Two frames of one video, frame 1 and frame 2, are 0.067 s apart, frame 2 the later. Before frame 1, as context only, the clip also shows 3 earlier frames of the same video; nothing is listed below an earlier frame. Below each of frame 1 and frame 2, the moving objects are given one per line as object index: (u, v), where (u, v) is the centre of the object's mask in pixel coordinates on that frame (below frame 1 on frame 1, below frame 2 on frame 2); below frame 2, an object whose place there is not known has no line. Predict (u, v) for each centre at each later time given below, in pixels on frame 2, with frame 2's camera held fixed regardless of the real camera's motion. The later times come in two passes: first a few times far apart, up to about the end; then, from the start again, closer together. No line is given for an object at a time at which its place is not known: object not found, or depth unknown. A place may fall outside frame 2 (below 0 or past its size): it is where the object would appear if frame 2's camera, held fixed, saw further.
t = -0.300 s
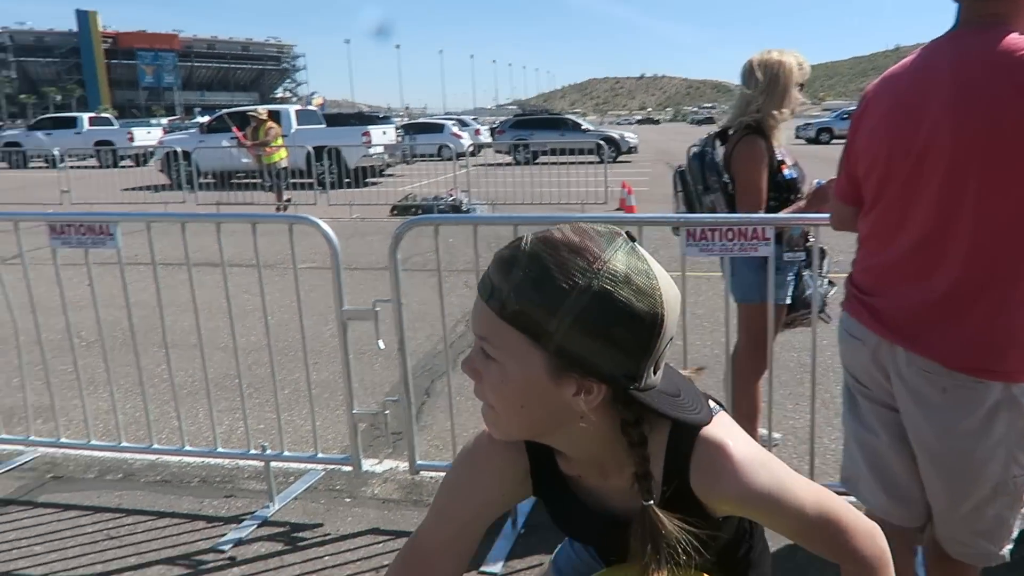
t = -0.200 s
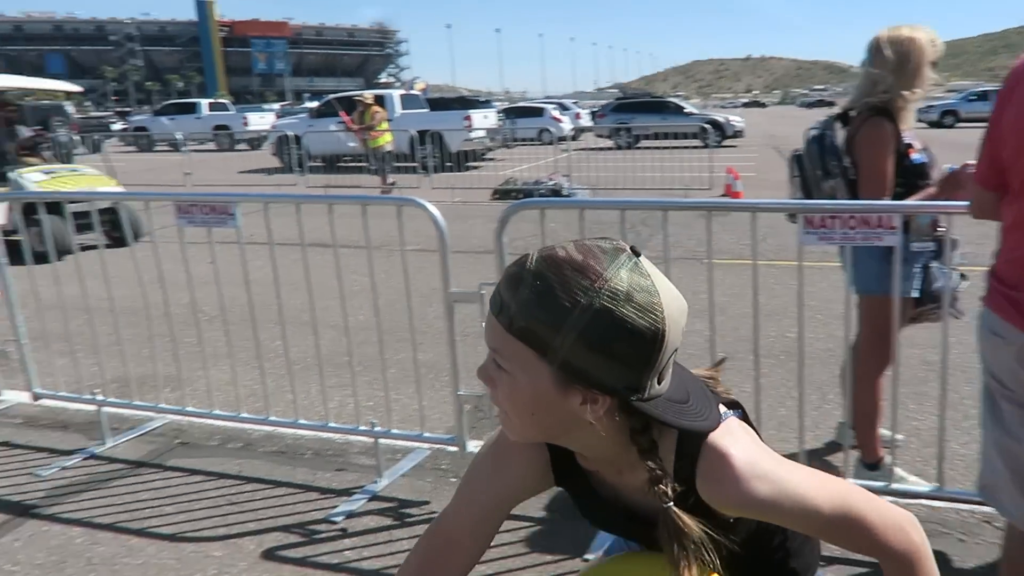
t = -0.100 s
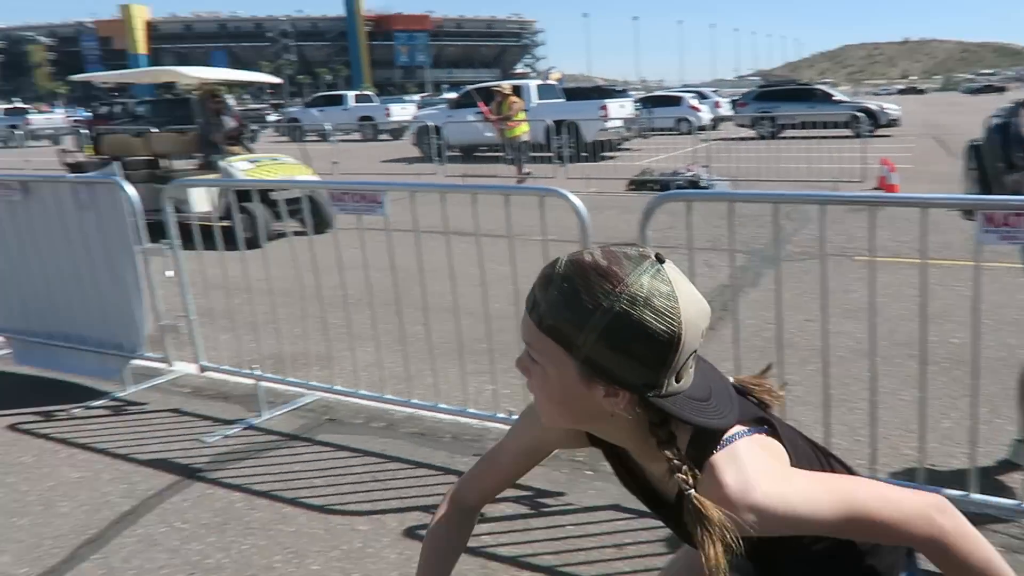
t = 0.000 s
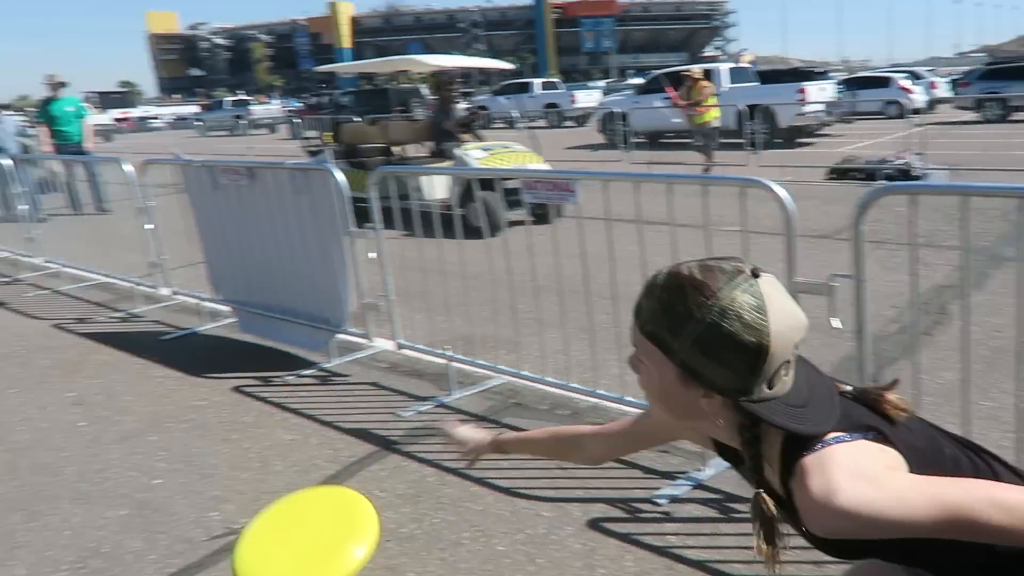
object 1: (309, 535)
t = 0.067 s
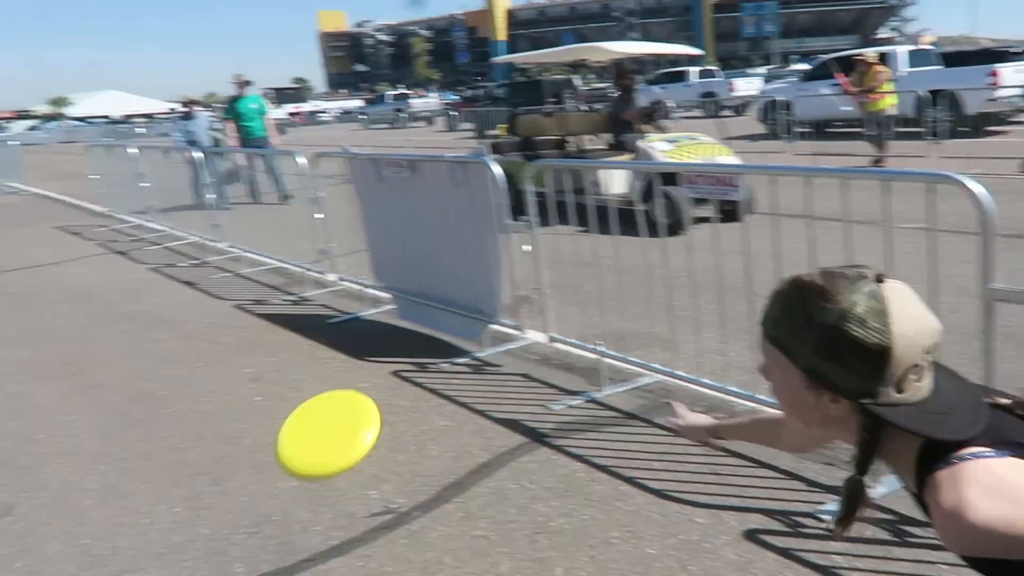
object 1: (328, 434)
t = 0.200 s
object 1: (173, 332)
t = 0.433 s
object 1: (19, 261)
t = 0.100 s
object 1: (283, 401)
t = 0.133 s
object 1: (240, 374)
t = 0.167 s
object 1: (205, 351)
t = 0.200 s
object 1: (173, 332)
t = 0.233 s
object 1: (144, 317)
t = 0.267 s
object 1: (120, 302)
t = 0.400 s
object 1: (37, 266)
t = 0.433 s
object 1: (19, 261)
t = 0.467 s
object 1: (3, 257)
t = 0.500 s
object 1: (-12, 253)
